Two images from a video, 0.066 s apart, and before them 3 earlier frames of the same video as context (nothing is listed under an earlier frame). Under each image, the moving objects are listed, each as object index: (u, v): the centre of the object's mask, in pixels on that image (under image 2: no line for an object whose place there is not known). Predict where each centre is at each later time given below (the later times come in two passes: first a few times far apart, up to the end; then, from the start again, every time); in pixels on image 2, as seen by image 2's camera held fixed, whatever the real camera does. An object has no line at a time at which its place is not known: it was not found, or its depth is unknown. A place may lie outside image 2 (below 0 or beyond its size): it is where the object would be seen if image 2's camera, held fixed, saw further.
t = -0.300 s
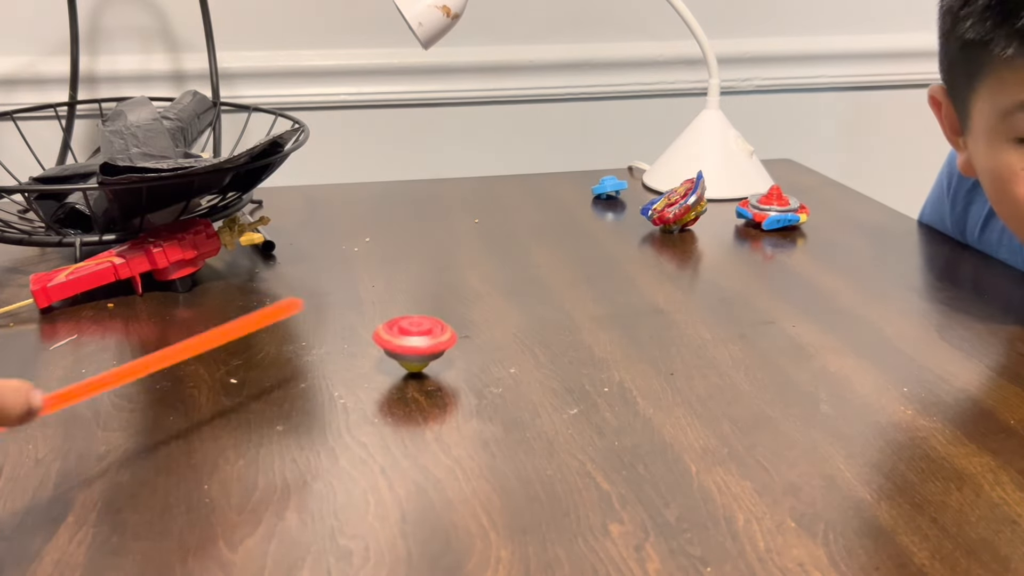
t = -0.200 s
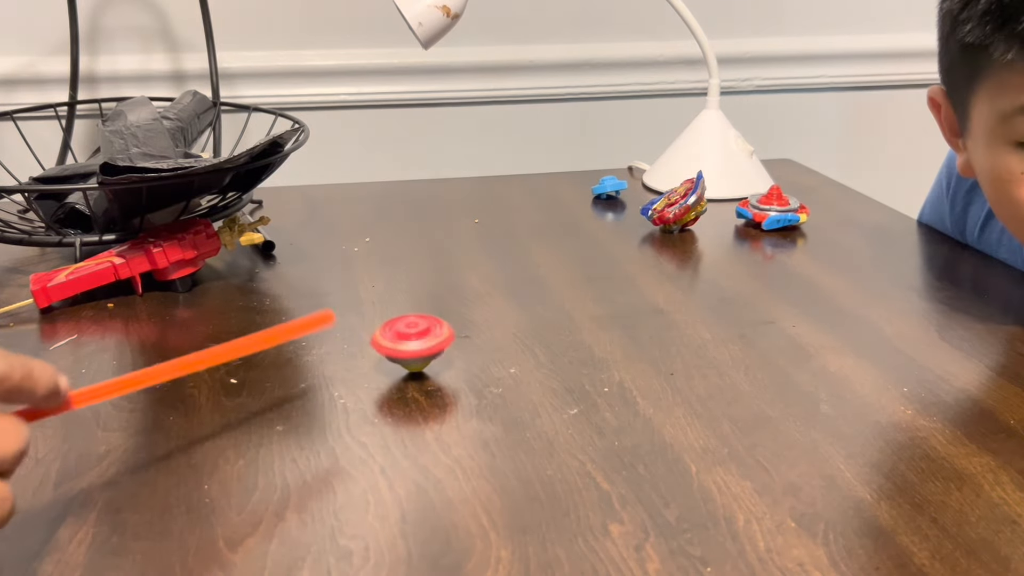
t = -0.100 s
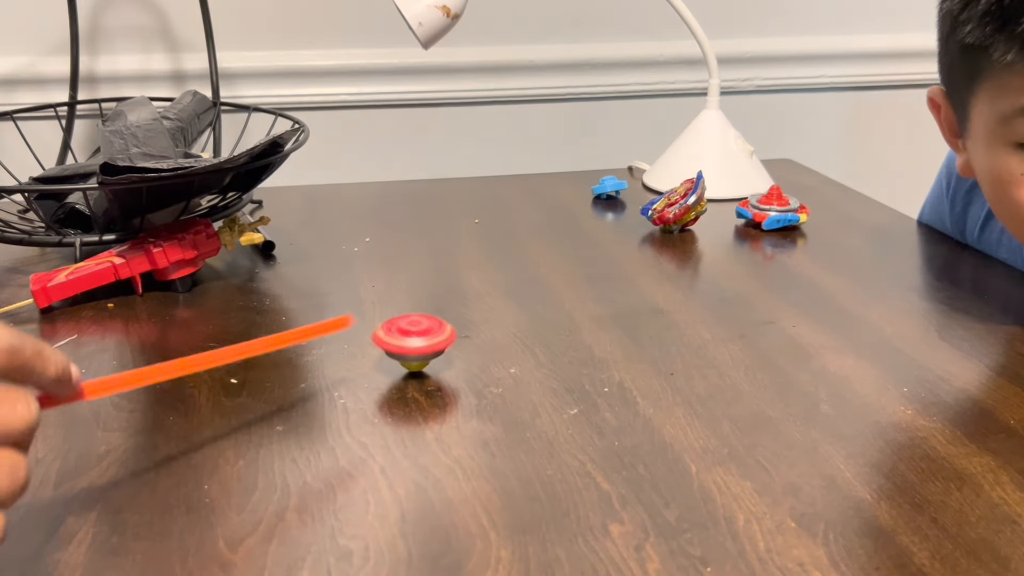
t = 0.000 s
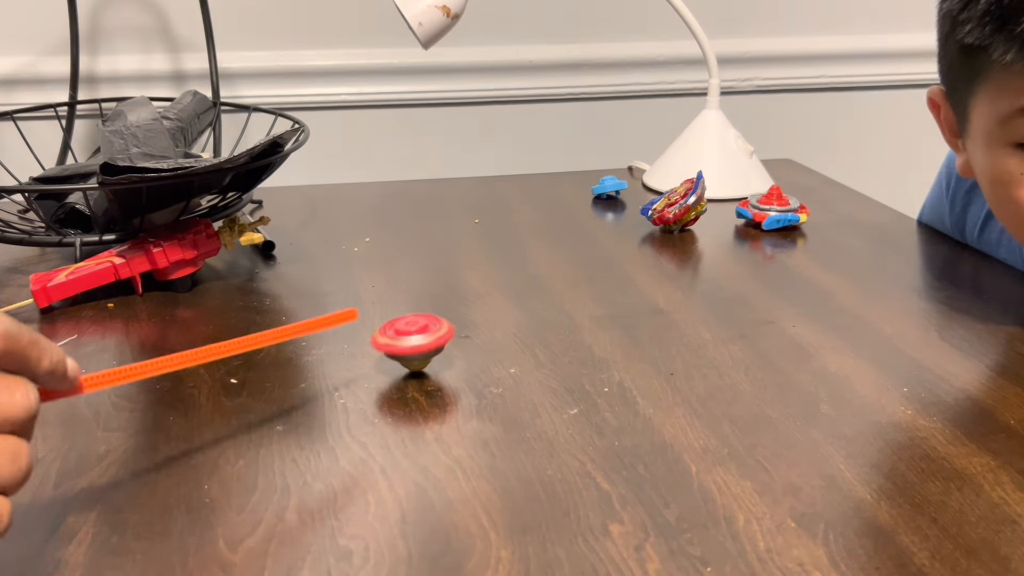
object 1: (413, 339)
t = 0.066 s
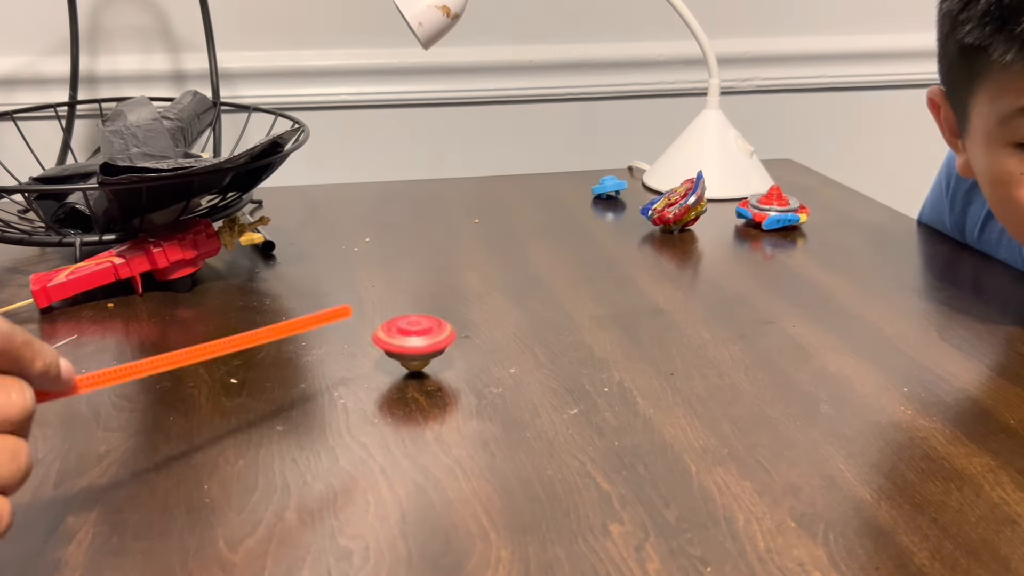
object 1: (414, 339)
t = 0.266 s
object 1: (415, 339)
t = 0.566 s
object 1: (412, 339)
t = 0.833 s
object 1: (413, 339)
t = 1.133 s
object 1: (412, 339)
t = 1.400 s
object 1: (414, 340)
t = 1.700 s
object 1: (411, 340)
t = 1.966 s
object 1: (411, 339)
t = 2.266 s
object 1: (414, 339)
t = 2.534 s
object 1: (413, 340)
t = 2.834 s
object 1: (411, 341)
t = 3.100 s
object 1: (409, 341)
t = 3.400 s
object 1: (406, 340)
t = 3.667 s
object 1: (406, 341)
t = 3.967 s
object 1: (405, 340)
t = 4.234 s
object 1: (404, 340)
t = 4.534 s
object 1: (404, 340)
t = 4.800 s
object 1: (403, 340)
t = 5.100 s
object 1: (404, 340)
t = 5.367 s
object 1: (403, 341)
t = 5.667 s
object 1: (402, 341)
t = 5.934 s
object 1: (403, 341)
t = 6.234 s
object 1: (400, 342)
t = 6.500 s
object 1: (401, 342)
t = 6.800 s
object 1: (400, 342)
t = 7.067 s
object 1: (400, 341)
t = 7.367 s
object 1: (398, 341)
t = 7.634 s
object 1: (397, 342)
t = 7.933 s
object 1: (396, 342)
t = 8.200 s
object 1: (397, 342)
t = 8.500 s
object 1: (397, 342)
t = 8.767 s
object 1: (395, 343)
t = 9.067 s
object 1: (395, 342)
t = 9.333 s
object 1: (395, 343)
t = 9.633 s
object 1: (395, 342)
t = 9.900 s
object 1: (394, 344)
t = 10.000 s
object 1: (394, 343)
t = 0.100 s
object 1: (416, 339)
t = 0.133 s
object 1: (414, 340)
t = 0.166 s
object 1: (413, 339)
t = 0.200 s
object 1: (414, 340)
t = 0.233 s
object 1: (414, 339)
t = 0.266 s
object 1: (415, 339)
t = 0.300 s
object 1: (414, 340)
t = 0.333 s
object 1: (413, 339)
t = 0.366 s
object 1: (413, 339)
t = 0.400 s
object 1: (413, 339)
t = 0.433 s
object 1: (414, 339)
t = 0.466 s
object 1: (414, 339)
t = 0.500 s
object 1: (413, 339)
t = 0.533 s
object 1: (413, 339)
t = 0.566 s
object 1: (412, 339)
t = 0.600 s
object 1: (413, 339)
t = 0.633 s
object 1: (414, 340)
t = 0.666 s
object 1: (413, 339)
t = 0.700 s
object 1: (414, 340)
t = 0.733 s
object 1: (412, 340)
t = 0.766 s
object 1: (413, 339)
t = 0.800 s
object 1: (414, 340)
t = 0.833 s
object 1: (413, 339)
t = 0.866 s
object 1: (414, 339)
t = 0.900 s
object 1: (412, 340)
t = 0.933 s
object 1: (412, 339)
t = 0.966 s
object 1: (413, 340)
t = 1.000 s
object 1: (412, 339)
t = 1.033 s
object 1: (413, 339)
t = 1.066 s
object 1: (413, 339)
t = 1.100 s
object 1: (411, 339)
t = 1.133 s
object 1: (412, 339)
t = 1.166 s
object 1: (412, 339)
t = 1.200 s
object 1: (413, 339)
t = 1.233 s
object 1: (414, 339)
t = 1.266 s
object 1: (413, 339)
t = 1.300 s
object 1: (414, 339)
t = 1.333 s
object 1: (412, 340)
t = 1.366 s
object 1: (413, 339)
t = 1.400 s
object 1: (414, 340)
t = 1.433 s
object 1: (413, 339)
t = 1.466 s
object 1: (414, 339)
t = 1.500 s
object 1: (413, 340)
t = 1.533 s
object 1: (412, 340)
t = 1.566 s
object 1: (413, 340)
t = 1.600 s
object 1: (412, 340)
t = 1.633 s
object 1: (413, 340)
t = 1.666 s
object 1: (412, 340)
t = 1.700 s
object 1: (411, 340)
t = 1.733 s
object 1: (412, 340)
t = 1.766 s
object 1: (411, 340)
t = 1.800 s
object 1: (411, 339)
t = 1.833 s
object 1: (412, 340)
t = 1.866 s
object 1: (411, 340)
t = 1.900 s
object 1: (412, 339)
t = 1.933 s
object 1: (412, 340)
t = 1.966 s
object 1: (411, 339)
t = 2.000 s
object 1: (413, 339)
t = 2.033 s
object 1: (413, 339)
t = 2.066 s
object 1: (413, 339)
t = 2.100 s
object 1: (414, 339)
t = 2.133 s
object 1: (412, 339)
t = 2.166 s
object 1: (413, 339)
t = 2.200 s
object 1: (413, 340)
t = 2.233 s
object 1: (412, 339)
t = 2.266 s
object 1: (414, 339)
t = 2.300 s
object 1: (412, 340)
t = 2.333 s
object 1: (412, 339)
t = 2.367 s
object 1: (412, 340)
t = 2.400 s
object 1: (411, 340)
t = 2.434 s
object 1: (412, 340)
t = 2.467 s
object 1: (413, 340)
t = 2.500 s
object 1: (412, 340)
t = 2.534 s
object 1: (413, 340)
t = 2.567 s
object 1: (412, 340)
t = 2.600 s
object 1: (411, 340)
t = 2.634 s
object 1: (412, 340)
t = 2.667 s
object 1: (411, 340)
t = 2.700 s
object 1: (412, 340)
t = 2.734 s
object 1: (412, 340)
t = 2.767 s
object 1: (411, 340)
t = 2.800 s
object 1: (412, 340)
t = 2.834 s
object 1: (411, 341)
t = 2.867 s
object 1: (411, 340)
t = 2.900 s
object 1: (412, 341)
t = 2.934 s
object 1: (411, 341)
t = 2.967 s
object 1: (411, 340)
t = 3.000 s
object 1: (410, 341)
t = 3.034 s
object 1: (408, 341)
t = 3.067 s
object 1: (410, 341)
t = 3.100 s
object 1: (409, 341)
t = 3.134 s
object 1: (409, 341)
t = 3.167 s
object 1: (408, 341)
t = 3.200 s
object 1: (406, 341)
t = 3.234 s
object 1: (407, 341)
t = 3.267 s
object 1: (409, 341)
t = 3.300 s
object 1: (408, 340)
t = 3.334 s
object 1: (408, 340)
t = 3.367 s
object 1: (407, 341)
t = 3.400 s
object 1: (406, 340)
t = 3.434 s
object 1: (408, 340)
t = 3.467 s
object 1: (408, 340)
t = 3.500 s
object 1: (408, 340)
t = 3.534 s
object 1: (409, 340)
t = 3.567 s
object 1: (407, 341)
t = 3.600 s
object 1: (407, 340)
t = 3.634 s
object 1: (407, 341)
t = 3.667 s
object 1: (406, 341)
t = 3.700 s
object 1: (407, 340)
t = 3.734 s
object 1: (408, 341)
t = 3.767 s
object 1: (405, 341)
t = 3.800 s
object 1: (405, 341)
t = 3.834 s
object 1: (404, 341)
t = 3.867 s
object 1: (403, 340)
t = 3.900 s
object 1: (405, 341)
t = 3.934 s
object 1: (405, 341)
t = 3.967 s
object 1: (405, 340)
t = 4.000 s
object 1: (405, 340)
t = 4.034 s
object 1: (404, 340)
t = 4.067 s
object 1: (404, 339)
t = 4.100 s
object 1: (405, 340)
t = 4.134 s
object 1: (404, 340)
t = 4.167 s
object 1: (406, 339)
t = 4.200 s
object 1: (406, 340)
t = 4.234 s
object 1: (404, 340)
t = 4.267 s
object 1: (405, 340)
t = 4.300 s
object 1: (404, 340)
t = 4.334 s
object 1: (403, 340)
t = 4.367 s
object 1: (405, 340)
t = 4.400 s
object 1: (404, 341)
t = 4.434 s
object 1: (404, 340)
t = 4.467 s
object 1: (405, 340)
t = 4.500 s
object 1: (404, 340)
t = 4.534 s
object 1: (404, 340)
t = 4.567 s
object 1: (405, 340)
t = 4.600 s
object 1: (404, 340)
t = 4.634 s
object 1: (405, 340)
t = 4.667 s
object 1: (406, 340)
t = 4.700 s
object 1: (404, 340)
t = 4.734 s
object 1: (405, 340)
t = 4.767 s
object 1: (404, 341)
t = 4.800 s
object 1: (403, 340)
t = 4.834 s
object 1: (404, 341)
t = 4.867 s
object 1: (404, 341)
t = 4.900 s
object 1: (404, 341)
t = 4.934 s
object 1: (404, 341)
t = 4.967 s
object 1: (403, 341)
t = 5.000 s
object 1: (402, 340)
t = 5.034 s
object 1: (403, 340)
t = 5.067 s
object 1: (403, 340)
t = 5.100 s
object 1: (404, 340)
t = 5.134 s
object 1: (405, 340)
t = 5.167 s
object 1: (403, 340)
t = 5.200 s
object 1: (403, 340)
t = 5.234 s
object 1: (404, 341)
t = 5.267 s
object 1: (402, 341)
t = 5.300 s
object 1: (404, 341)
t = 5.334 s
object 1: (404, 341)
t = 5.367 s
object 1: (403, 341)
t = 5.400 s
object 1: (404, 341)
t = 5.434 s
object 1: (404, 341)
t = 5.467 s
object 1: (402, 341)
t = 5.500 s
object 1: (404, 341)
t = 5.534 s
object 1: (403, 341)
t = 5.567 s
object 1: (403, 341)
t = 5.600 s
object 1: (404, 341)
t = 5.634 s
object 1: (403, 341)
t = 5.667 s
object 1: (402, 341)
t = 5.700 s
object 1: (403, 341)
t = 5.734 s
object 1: (402, 342)
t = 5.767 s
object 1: (402, 341)
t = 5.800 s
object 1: (404, 341)
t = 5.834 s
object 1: (403, 341)
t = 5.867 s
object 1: (403, 341)
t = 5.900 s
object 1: (404, 341)
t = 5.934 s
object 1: (403, 341)
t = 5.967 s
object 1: (402, 341)
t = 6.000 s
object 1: (403, 341)
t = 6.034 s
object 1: (402, 342)
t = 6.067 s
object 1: (402, 341)
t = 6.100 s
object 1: (404, 342)
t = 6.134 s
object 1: (403, 342)
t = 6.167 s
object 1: (402, 341)
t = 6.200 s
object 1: (402, 342)
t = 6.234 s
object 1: (400, 342)
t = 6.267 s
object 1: (401, 342)
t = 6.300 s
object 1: (402, 342)
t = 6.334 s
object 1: (401, 342)
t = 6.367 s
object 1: (402, 341)
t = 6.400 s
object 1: (403, 342)
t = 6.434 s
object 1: (400, 342)
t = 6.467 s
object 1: (400, 341)
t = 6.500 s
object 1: (401, 342)
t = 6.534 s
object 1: (400, 342)
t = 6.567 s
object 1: (401, 341)
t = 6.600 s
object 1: (402, 342)
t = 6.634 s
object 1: (400, 342)
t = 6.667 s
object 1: (400, 341)
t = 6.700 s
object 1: (400, 342)
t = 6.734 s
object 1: (398, 342)
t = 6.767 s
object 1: (399, 341)
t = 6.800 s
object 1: (400, 342)
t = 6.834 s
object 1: (399, 341)
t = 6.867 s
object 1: (400, 341)
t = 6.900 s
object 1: (401, 341)
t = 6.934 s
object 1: (398, 341)
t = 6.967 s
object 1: (399, 341)
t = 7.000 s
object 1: (399, 341)
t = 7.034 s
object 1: (398, 341)
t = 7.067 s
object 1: (400, 341)
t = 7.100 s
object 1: (401, 341)
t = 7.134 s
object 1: (399, 341)
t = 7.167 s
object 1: (399, 341)
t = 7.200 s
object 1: (400, 342)
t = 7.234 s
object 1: (397, 342)
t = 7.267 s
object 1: (398, 342)
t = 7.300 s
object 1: (398, 342)
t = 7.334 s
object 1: (397, 342)
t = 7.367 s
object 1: (398, 341)
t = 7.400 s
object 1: (399, 342)
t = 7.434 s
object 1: (397, 341)
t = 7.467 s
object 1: (397, 341)
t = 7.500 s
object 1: (398, 342)
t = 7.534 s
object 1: (397, 342)
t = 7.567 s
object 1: (397, 341)
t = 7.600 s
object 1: (398, 342)
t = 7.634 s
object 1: (397, 342)
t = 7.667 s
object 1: (398, 342)
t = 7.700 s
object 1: (398, 342)
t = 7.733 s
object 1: (397, 342)
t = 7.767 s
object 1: (396, 342)
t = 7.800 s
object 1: (397, 342)
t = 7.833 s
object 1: (396, 342)
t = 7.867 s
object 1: (396, 342)
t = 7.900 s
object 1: (398, 342)
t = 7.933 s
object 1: (396, 342)
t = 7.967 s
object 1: (396, 341)
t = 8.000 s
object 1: (397, 342)
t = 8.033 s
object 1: (396, 342)
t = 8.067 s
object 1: (395, 342)
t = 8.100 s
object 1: (397, 342)
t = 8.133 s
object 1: (396, 342)
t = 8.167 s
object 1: (396, 342)
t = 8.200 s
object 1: (397, 342)
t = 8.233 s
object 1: (396, 343)
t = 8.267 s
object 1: (396, 342)
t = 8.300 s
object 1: (396, 342)
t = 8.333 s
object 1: (396, 343)
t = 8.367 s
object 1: (395, 342)
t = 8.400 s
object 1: (396, 342)
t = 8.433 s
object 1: (396, 342)
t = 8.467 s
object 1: (395, 342)
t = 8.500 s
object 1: (397, 342)
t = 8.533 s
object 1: (397, 342)
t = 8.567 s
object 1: (395, 342)
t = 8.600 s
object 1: (396, 342)
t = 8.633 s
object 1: (396, 342)
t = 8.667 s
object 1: (395, 342)
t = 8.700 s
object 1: (396, 342)
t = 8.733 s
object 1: (397, 343)
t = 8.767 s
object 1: (395, 343)
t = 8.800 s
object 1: (395, 342)
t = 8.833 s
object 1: (396, 343)
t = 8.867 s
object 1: (393, 343)
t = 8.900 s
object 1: (394, 342)
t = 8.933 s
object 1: (395, 343)
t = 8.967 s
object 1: (394, 342)
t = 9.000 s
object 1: (395, 342)
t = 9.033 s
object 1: (396, 342)
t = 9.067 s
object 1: (395, 342)
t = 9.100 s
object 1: (395, 342)
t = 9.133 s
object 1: (395, 342)
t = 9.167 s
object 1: (394, 343)
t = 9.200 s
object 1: (394, 343)
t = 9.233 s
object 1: (396, 343)
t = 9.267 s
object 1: (395, 343)
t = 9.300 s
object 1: (395, 343)
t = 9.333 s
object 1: (395, 343)
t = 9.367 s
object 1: (395, 343)
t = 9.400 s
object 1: (393, 343)
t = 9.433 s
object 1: (395, 342)
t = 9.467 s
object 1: (394, 343)
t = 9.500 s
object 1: (393, 342)
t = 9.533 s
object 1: (395, 342)
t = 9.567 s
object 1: (395, 343)
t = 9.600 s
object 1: (394, 342)
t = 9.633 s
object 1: (395, 342)
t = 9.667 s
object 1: (396, 342)
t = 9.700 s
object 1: (394, 343)
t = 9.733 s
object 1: (394, 342)
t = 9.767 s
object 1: (395, 343)
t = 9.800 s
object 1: (393, 344)
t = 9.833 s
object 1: (393, 343)
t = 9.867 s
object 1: (395, 344)
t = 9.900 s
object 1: (394, 344)
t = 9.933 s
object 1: (394, 343)
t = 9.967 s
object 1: (395, 343)
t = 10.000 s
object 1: (394, 343)
